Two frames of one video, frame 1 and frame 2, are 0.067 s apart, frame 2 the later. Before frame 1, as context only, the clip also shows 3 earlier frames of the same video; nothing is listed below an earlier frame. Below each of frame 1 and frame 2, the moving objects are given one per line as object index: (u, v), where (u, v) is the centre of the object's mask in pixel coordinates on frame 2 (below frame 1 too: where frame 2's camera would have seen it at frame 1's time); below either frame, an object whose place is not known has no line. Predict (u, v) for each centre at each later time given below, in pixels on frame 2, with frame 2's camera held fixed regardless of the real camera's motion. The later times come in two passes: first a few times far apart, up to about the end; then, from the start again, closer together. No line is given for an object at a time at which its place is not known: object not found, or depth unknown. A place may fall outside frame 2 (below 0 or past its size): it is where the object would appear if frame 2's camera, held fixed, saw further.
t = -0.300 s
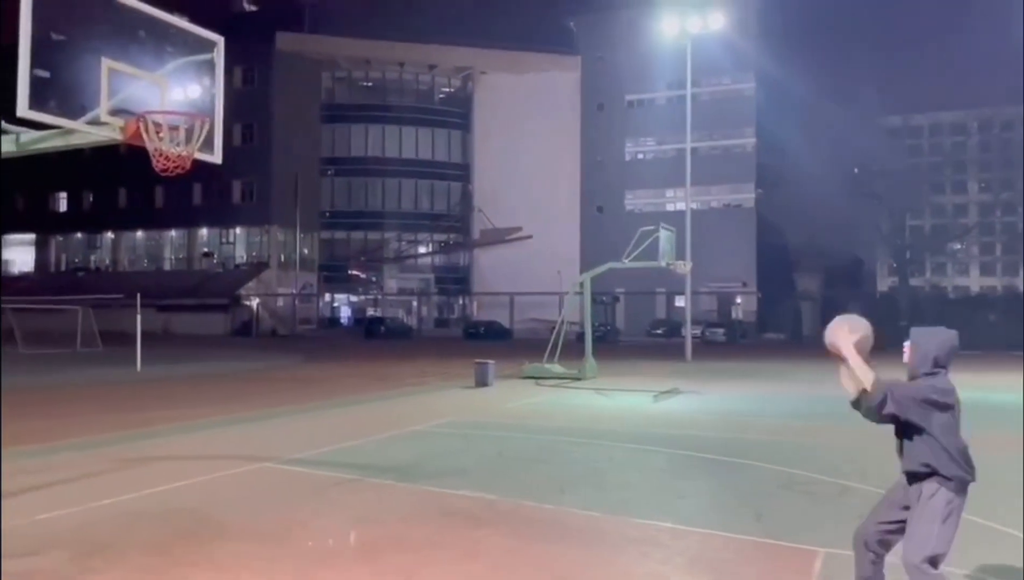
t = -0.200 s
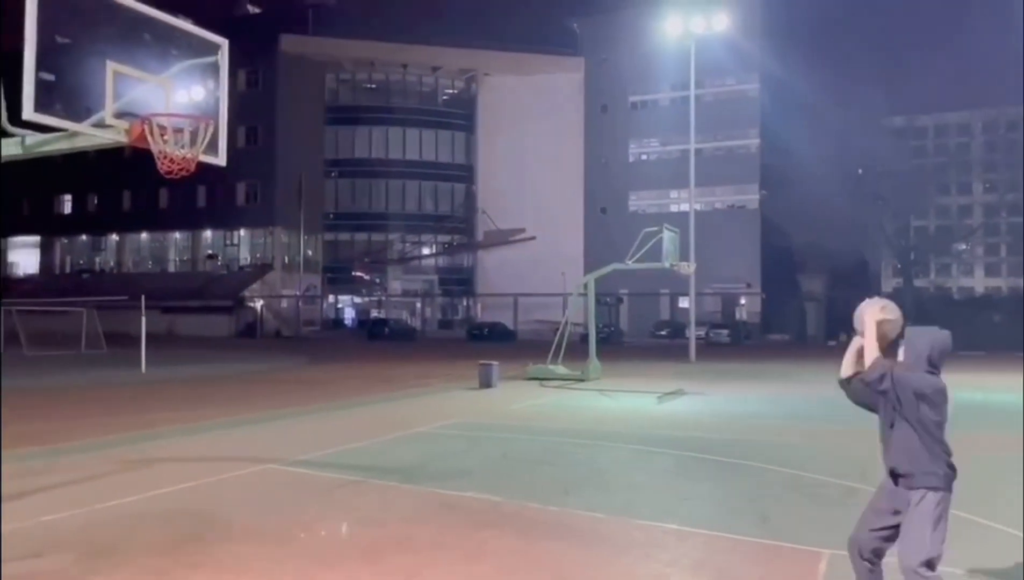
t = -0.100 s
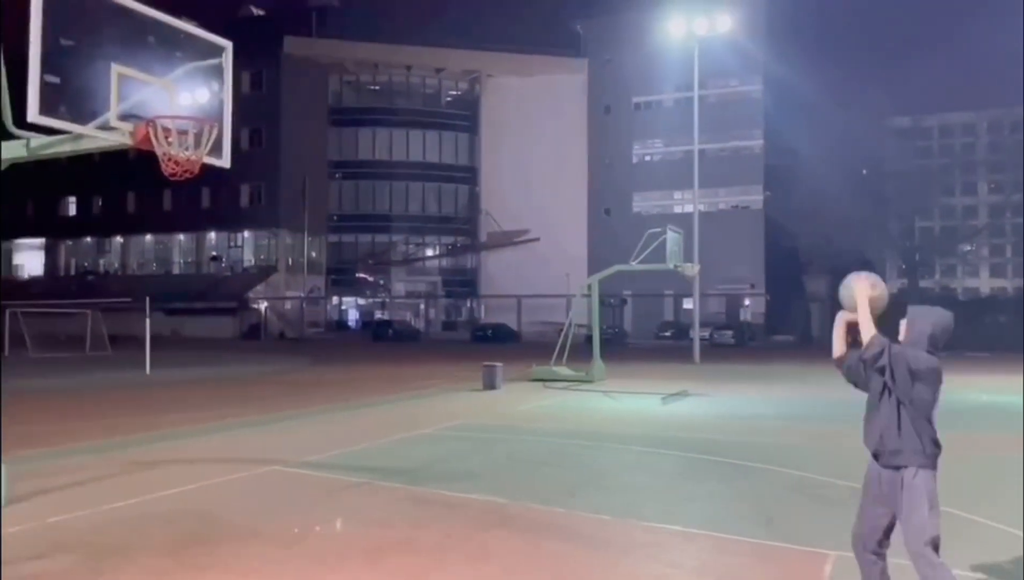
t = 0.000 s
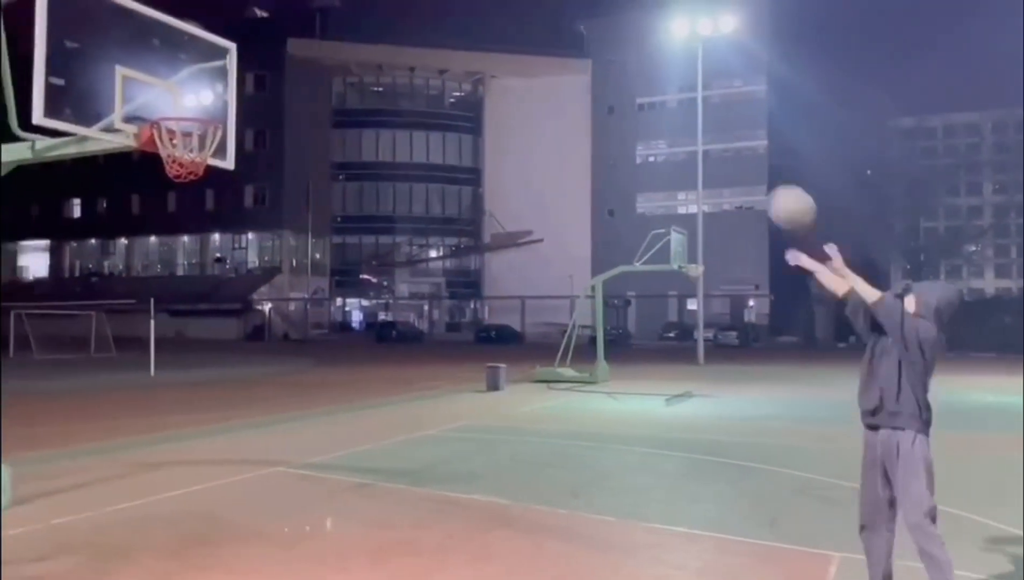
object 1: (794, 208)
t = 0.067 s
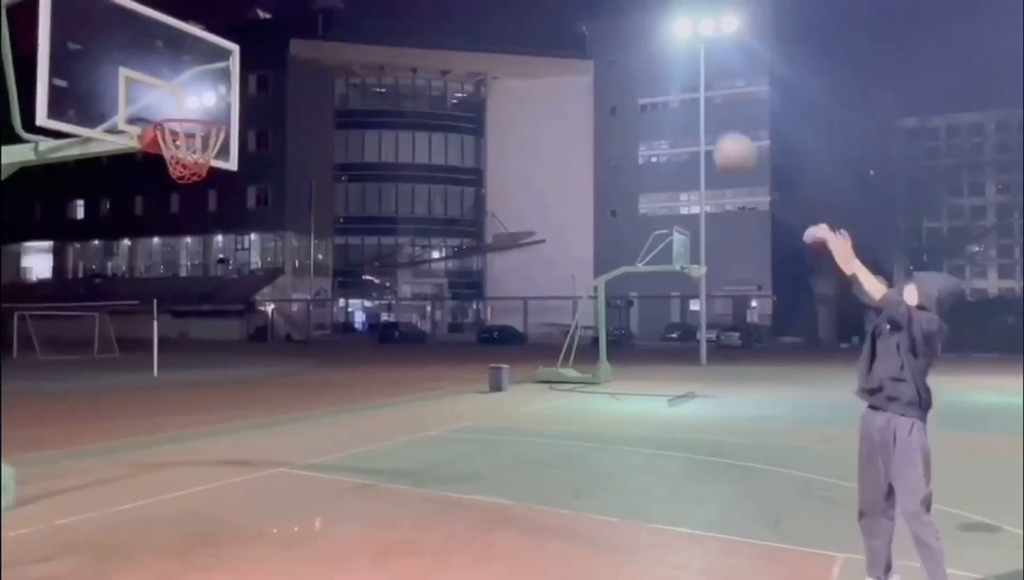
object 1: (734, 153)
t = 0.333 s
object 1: (523, 27)
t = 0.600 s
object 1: (347, 20)
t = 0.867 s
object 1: (194, 108)
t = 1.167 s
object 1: (212, 188)
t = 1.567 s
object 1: (230, 386)
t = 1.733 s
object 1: (235, 543)
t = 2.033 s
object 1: (243, 379)
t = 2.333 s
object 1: (247, 339)
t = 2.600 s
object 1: (247, 413)
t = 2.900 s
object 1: (248, 523)
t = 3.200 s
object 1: (255, 431)
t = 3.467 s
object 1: (258, 470)
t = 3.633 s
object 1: (258, 555)
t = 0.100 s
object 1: (705, 129)
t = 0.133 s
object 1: (677, 108)
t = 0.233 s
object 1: (598, 57)
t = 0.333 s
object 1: (523, 27)
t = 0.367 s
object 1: (500, 20)
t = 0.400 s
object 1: (476, 15)
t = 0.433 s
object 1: (454, 13)
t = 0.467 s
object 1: (432, 12)
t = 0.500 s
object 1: (410, 11)
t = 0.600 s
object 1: (347, 20)
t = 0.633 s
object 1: (327, 26)
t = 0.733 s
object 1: (268, 53)
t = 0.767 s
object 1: (250, 64)
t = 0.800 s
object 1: (232, 79)
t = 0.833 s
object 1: (213, 91)
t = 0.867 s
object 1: (194, 108)
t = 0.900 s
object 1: (180, 120)
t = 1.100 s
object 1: (209, 177)
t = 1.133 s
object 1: (210, 182)
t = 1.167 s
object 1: (212, 188)
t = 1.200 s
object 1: (213, 196)
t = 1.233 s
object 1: (215, 206)
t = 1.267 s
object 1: (217, 217)
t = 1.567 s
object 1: (230, 386)
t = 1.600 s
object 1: (231, 414)
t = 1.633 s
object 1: (232, 443)
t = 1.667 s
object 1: (233, 478)
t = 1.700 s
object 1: (234, 509)
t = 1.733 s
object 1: (235, 543)
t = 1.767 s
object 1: (237, 526)
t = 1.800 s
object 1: (237, 503)
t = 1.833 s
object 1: (238, 480)
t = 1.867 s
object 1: (239, 459)
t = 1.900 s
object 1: (240, 440)
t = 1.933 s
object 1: (240, 422)
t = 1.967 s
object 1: (241, 405)
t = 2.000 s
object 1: (242, 392)
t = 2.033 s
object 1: (243, 379)
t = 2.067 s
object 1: (244, 368)
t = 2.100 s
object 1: (244, 359)
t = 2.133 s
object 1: (244, 352)
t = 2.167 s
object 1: (245, 346)
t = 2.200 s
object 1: (245, 342)
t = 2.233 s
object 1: (245, 339)
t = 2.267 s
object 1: (246, 337)
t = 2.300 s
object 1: (246, 337)
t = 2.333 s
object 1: (247, 339)
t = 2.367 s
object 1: (247, 342)
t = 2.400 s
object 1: (247, 347)
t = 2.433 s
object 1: (247, 353)
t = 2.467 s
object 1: (248, 361)
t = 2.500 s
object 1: (249, 371)
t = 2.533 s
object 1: (248, 383)
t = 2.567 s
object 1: (247, 397)
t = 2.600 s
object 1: (247, 413)
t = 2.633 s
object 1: (247, 430)
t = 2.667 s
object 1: (248, 450)
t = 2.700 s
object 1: (247, 471)
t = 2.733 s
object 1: (247, 495)
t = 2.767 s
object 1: (247, 520)
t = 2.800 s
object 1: (246, 547)
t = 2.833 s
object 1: (246, 563)
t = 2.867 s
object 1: (247, 541)
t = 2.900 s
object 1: (248, 523)
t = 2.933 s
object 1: (249, 506)
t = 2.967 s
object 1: (250, 491)
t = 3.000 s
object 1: (251, 476)
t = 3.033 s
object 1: (252, 465)
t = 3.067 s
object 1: (253, 454)
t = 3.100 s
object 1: (253, 446)
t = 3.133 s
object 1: (254, 439)
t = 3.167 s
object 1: (254, 434)
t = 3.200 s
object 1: (255, 431)
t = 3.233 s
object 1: (255, 429)
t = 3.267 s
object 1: (256, 430)
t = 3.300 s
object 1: (256, 432)
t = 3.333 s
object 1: (257, 436)
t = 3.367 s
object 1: (258, 441)
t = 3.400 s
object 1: (258, 449)
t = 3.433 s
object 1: (258, 458)
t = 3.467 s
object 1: (258, 470)
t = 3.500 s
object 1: (259, 483)
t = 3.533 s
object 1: (259, 499)
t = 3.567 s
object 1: (260, 515)
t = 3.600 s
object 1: (258, 534)
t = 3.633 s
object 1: (258, 555)
